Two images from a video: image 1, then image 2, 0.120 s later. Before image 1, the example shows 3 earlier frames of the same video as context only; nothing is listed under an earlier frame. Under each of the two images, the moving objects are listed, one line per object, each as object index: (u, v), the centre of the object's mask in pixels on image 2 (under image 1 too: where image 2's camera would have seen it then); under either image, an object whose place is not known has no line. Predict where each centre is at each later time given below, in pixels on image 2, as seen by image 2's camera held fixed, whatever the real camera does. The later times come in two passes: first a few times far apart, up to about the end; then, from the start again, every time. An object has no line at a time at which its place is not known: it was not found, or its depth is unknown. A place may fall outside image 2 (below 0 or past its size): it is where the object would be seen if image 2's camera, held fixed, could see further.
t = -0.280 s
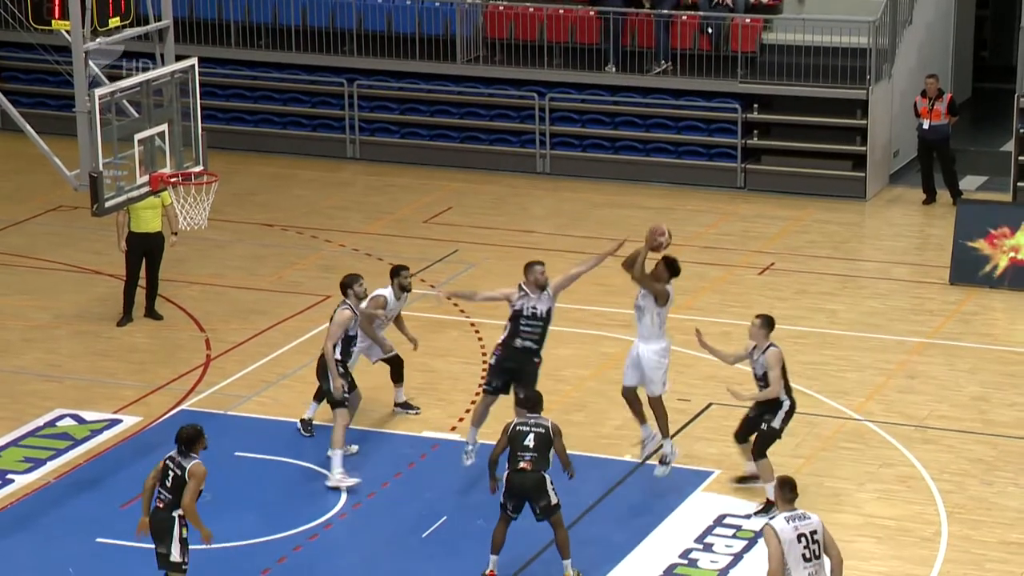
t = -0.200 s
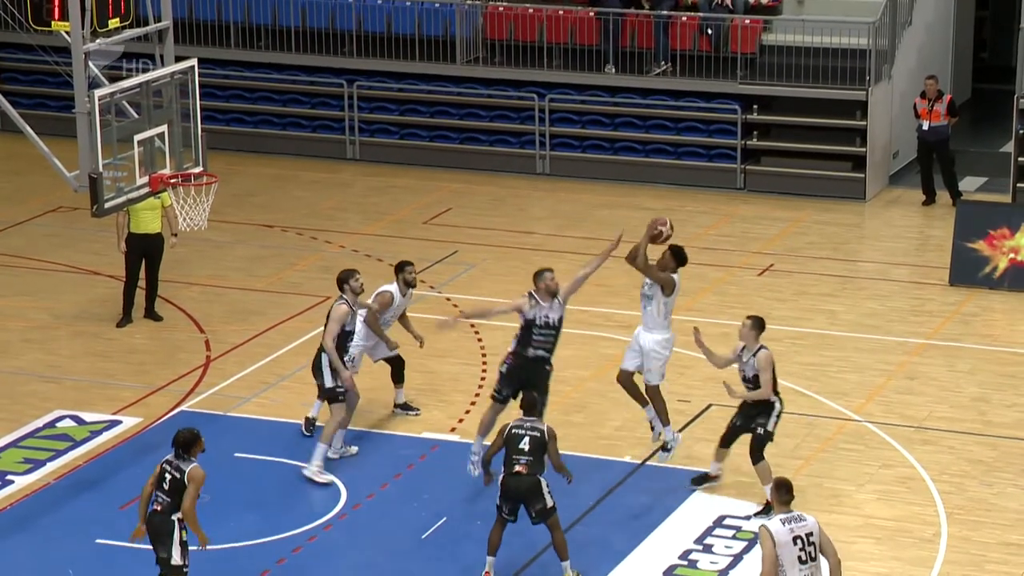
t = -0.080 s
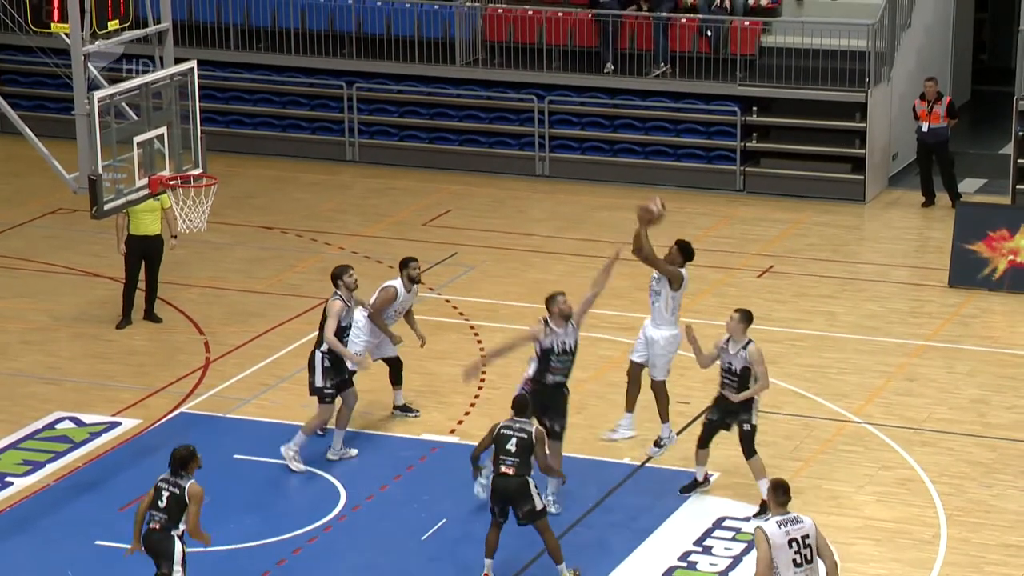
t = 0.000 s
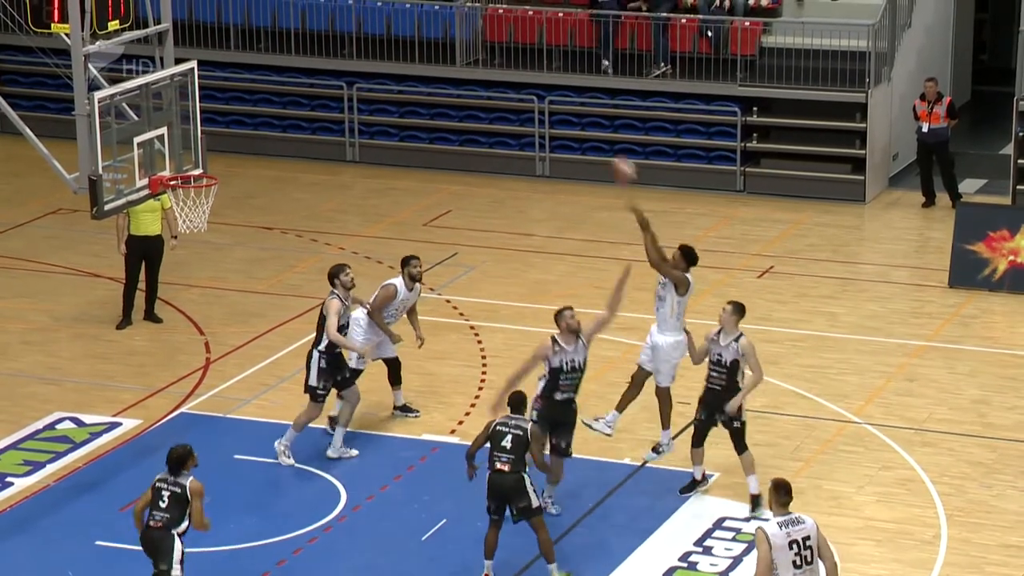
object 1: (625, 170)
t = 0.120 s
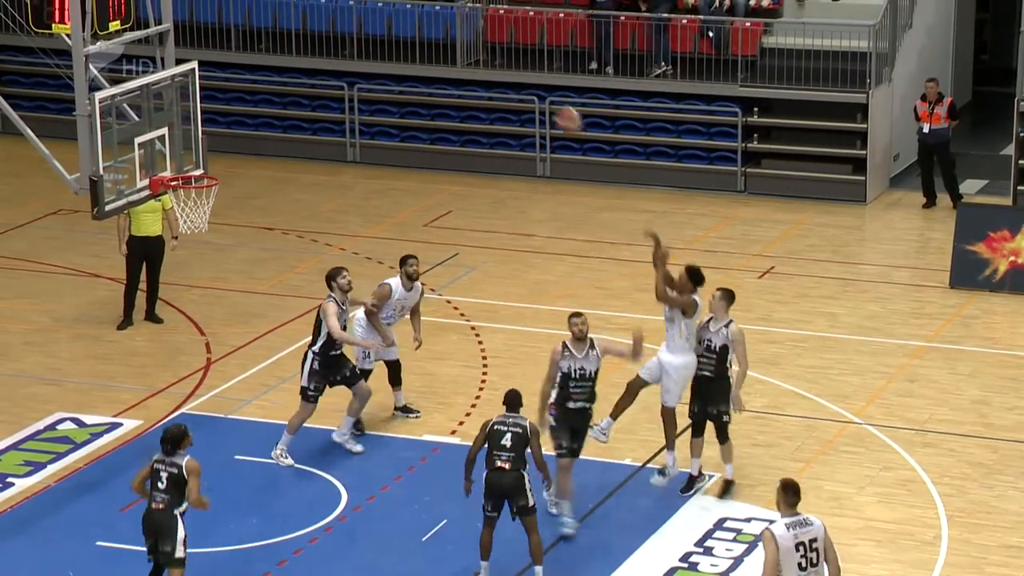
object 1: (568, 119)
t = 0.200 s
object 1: (531, 93)
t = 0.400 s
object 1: (439, 55)
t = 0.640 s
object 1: (331, 69)
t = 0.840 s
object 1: (243, 125)
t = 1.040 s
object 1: (172, 200)
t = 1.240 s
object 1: (183, 221)
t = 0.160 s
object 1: (549, 105)
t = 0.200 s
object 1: (531, 93)
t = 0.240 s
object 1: (512, 83)
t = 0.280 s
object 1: (494, 75)
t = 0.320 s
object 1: (474, 65)
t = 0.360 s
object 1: (457, 59)
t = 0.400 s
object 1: (439, 55)
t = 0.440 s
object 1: (421, 54)
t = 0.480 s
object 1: (403, 53)
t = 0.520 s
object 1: (385, 54)
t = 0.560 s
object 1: (366, 57)
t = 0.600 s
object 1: (348, 63)
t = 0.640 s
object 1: (331, 69)
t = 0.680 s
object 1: (313, 76)
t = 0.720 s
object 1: (294, 87)
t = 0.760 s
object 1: (277, 98)
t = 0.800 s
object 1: (259, 111)
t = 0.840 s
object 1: (243, 125)
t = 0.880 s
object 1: (225, 142)
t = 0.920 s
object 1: (209, 159)
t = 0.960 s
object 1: (192, 176)
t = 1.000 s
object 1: (181, 189)
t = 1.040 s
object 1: (172, 200)
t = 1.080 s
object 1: (167, 203)
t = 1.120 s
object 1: (168, 206)
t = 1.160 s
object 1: (172, 210)
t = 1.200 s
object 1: (180, 216)
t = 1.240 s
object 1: (183, 221)
